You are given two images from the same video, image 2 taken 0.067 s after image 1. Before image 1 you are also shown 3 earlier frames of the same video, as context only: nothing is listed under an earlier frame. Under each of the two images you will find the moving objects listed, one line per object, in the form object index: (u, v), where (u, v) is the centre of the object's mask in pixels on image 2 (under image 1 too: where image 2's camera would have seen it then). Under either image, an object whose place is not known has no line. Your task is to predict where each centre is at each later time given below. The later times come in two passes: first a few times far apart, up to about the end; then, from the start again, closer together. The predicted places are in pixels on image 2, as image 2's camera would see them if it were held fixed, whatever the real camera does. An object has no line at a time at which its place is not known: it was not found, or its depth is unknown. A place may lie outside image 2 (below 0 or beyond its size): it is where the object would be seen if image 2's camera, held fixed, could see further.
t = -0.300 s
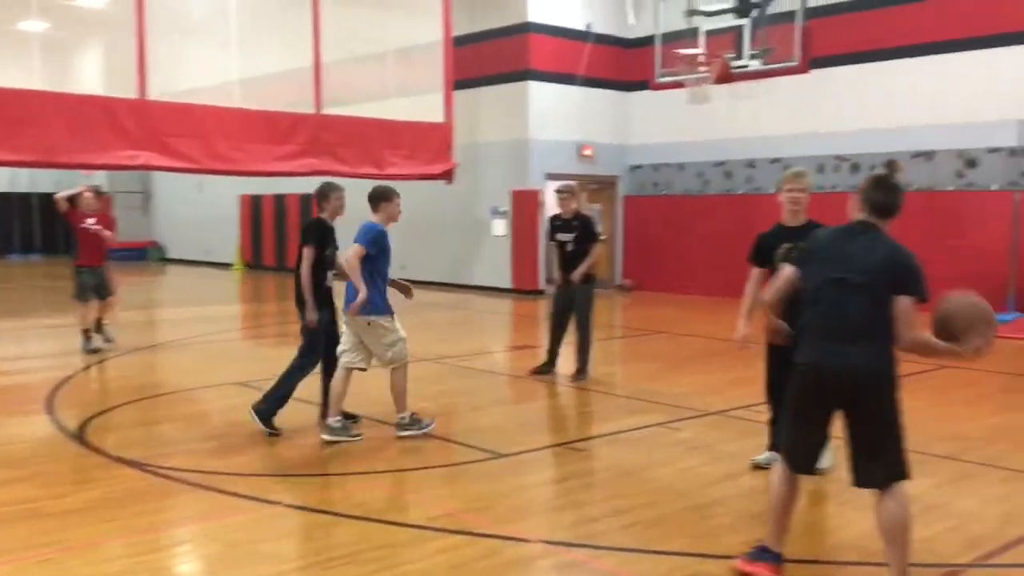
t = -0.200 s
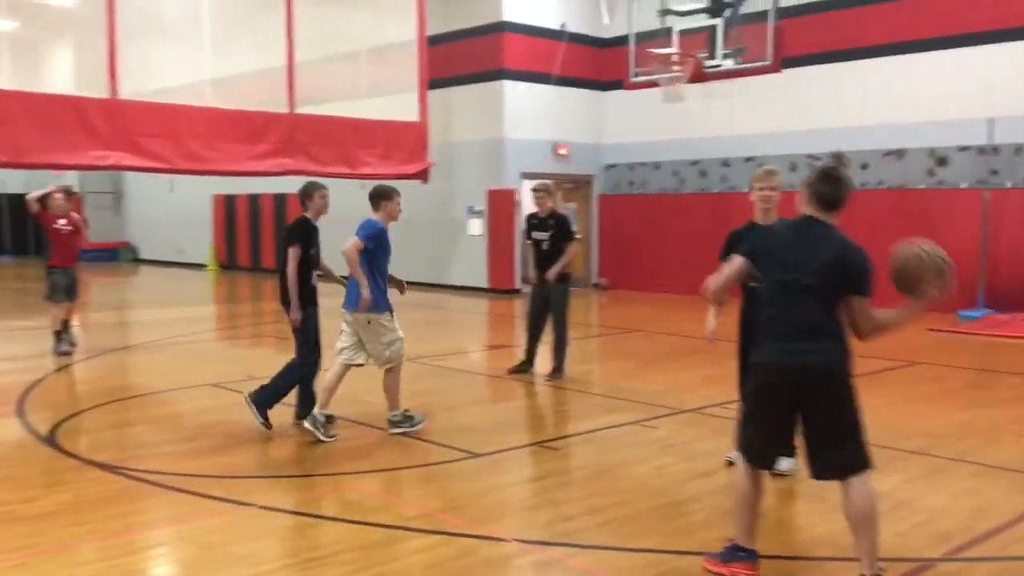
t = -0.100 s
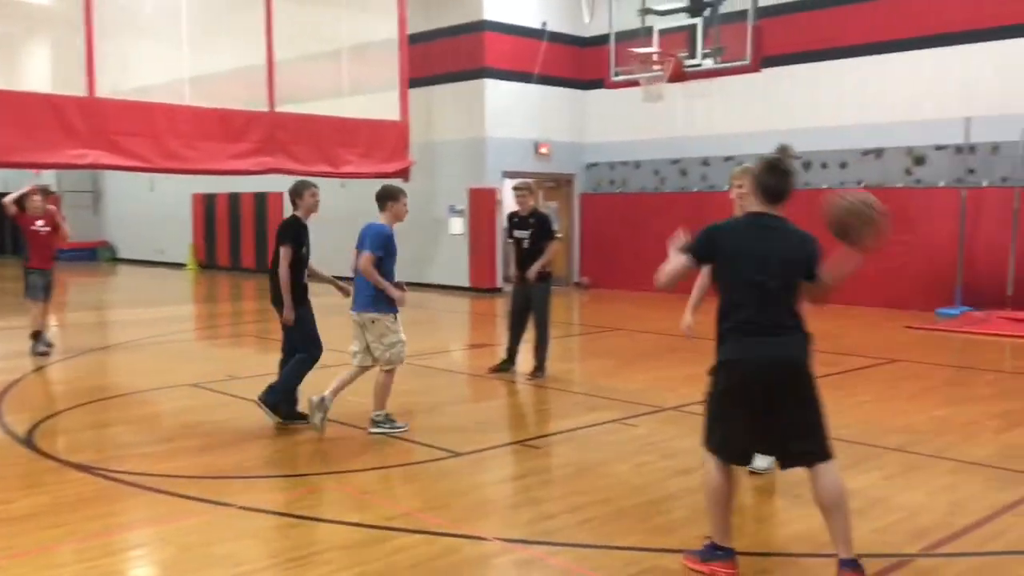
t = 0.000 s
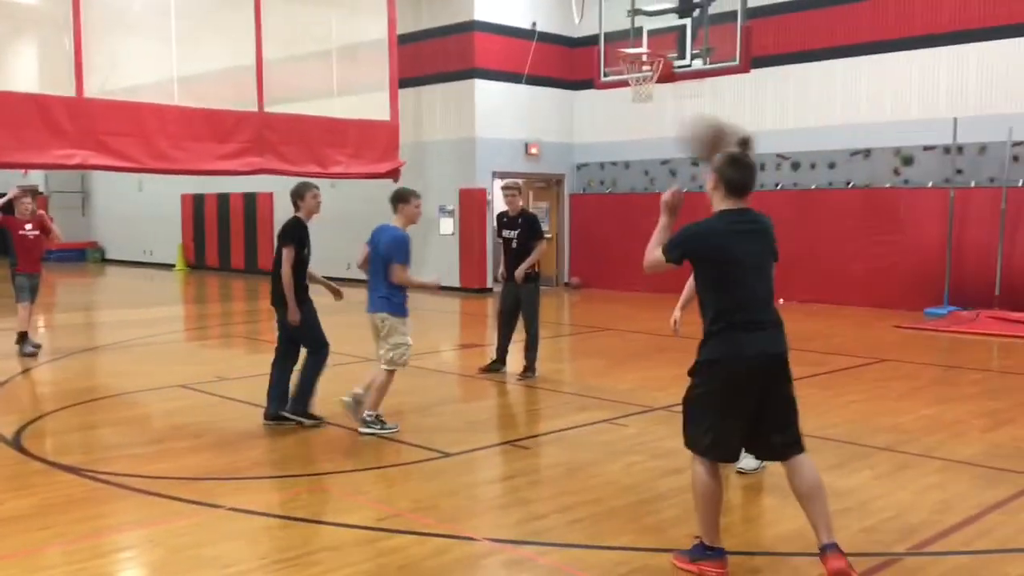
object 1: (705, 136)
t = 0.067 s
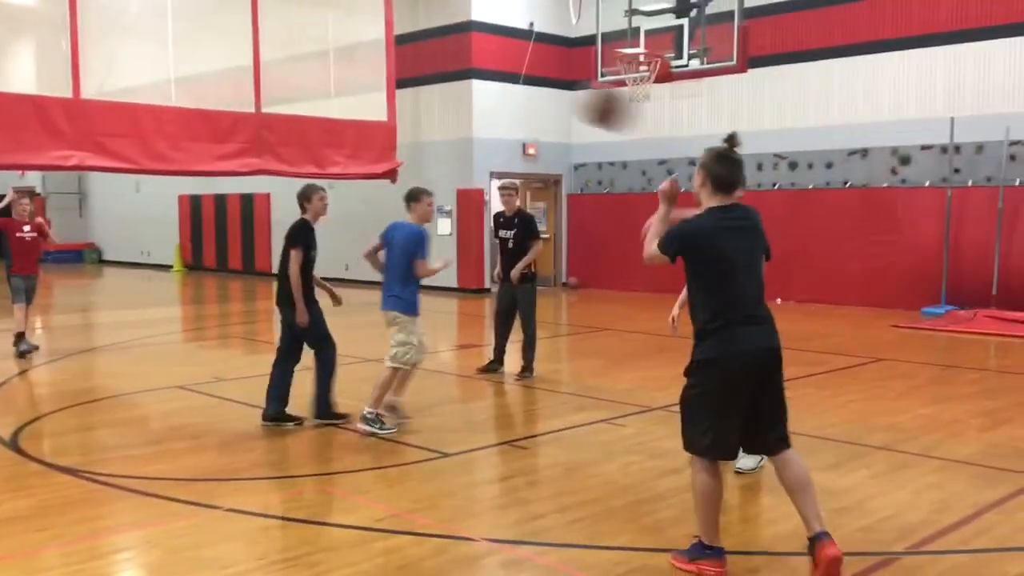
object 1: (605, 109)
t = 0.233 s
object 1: (406, 64)
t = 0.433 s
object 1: (246, 81)
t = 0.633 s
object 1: (135, 131)
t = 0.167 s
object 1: (474, 73)
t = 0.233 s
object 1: (406, 64)
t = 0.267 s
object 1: (373, 67)
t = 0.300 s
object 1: (345, 67)
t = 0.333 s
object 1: (317, 68)
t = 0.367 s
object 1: (292, 71)
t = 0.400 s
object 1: (268, 76)
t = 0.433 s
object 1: (246, 81)
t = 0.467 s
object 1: (225, 87)
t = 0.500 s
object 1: (205, 94)
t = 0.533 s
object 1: (186, 102)
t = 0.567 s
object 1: (168, 111)
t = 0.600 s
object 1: (151, 121)
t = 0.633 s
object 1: (135, 131)
